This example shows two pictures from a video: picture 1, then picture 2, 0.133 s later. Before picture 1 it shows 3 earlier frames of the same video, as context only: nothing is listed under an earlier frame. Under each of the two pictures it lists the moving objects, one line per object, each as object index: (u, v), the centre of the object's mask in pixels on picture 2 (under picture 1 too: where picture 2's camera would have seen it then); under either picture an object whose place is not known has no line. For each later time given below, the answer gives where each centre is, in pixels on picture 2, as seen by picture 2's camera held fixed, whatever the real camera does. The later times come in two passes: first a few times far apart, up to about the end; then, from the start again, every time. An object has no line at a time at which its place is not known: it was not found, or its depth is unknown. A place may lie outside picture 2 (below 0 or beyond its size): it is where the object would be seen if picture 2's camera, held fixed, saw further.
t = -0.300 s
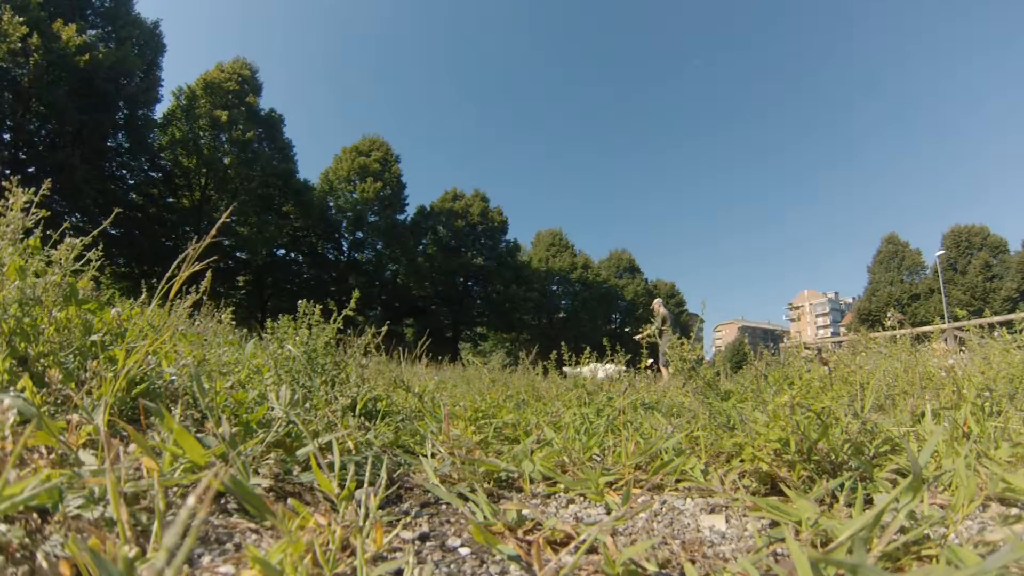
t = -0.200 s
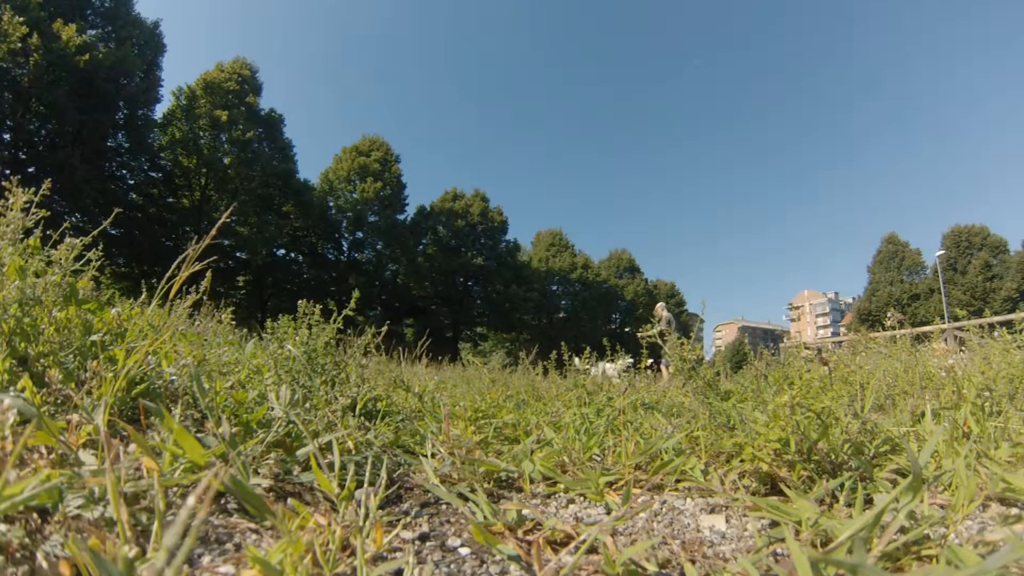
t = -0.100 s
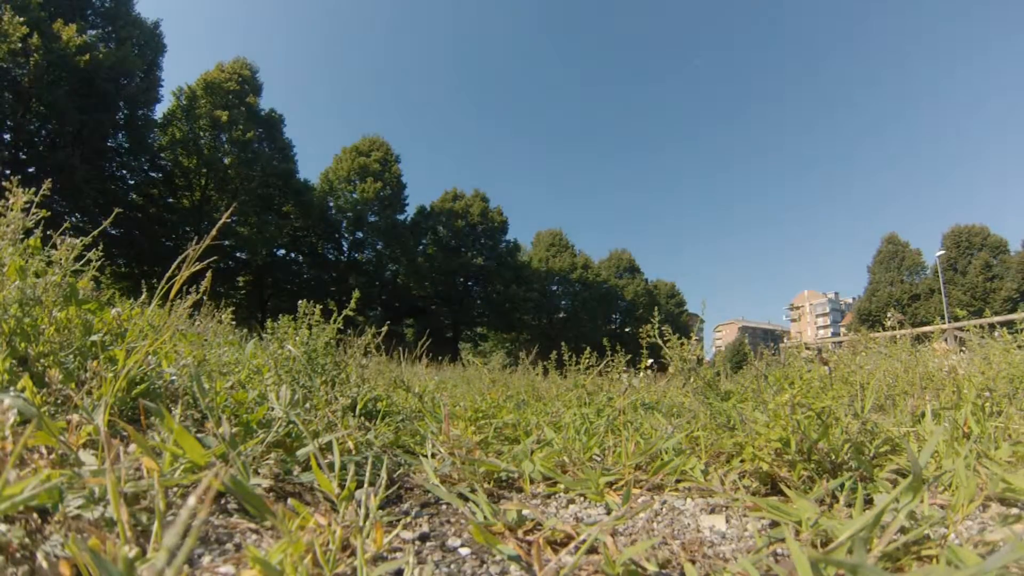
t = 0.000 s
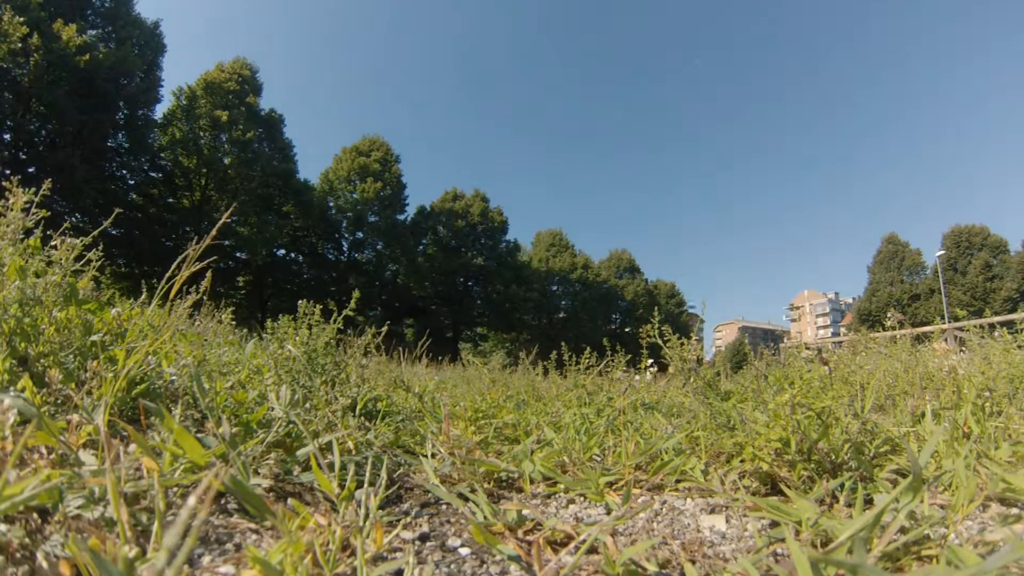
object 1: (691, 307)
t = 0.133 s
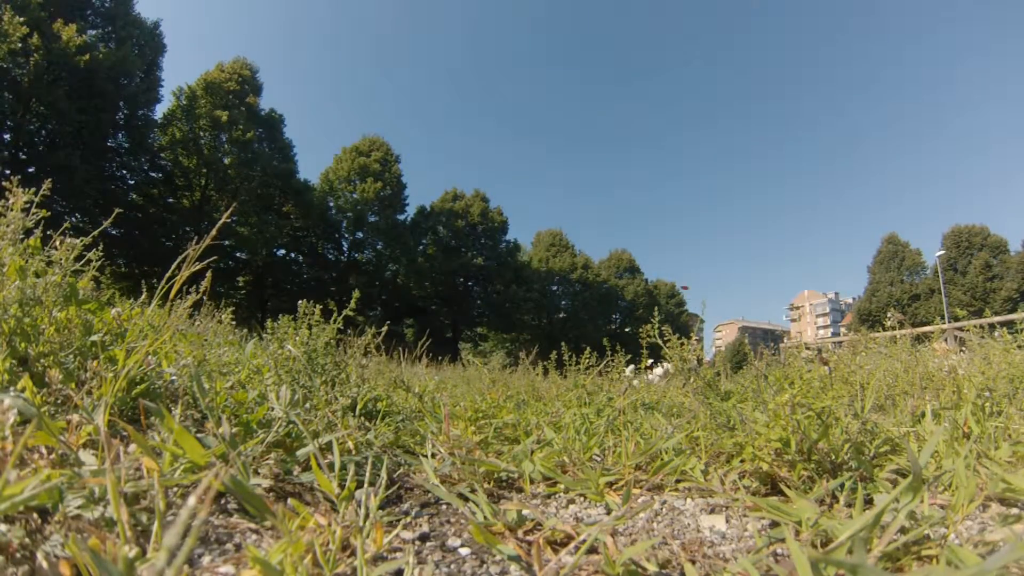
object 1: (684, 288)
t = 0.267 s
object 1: (677, 268)
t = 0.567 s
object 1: (658, 218)
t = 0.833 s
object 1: (642, 160)
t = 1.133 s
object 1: (637, 42)
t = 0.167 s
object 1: (682, 283)
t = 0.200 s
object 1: (680, 278)
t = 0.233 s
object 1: (678, 273)
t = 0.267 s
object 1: (677, 268)
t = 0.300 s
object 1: (675, 263)
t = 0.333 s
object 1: (673, 258)
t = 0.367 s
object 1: (671, 253)
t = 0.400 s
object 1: (669, 247)
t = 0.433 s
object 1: (667, 242)
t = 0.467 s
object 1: (665, 236)
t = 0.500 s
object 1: (663, 230)
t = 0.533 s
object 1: (661, 224)
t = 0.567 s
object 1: (658, 218)
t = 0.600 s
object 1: (656, 212)
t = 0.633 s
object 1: (654, 206)
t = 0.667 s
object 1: (652, 199)
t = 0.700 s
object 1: (650, 192)
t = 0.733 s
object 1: (648, 185)
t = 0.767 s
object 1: (646, 177)
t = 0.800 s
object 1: (644, 169)
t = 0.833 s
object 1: (642, 160)
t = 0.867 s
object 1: (640, 151)
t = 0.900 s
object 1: (638, 141)
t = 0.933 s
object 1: (637, 131)
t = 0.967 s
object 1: (636, 119)
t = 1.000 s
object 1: (635, 107)
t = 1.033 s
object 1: (635, 93)
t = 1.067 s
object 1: (635, 78)
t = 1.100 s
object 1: (635, 61)
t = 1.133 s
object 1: (637, 42)
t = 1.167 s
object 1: (639, 20)
